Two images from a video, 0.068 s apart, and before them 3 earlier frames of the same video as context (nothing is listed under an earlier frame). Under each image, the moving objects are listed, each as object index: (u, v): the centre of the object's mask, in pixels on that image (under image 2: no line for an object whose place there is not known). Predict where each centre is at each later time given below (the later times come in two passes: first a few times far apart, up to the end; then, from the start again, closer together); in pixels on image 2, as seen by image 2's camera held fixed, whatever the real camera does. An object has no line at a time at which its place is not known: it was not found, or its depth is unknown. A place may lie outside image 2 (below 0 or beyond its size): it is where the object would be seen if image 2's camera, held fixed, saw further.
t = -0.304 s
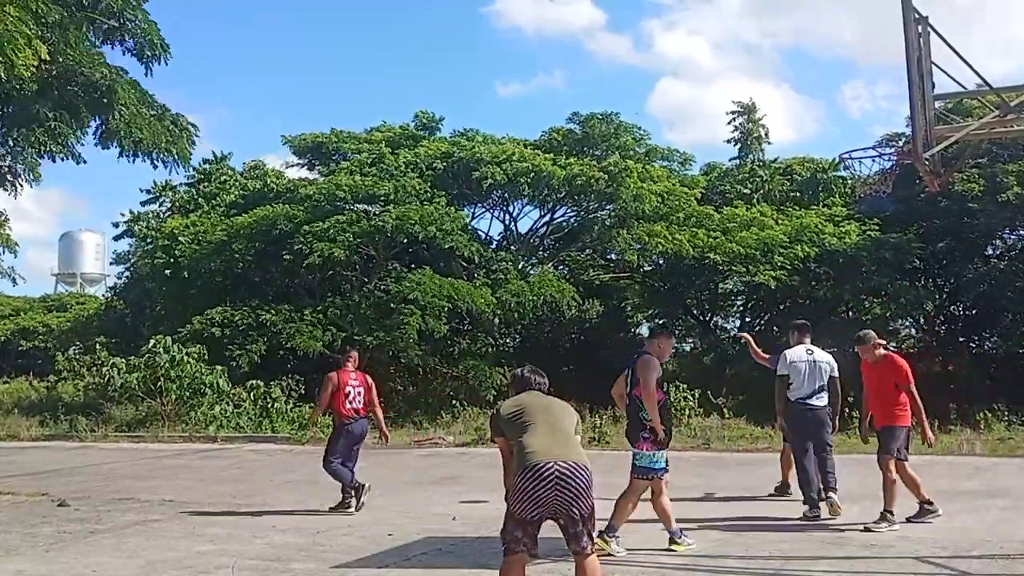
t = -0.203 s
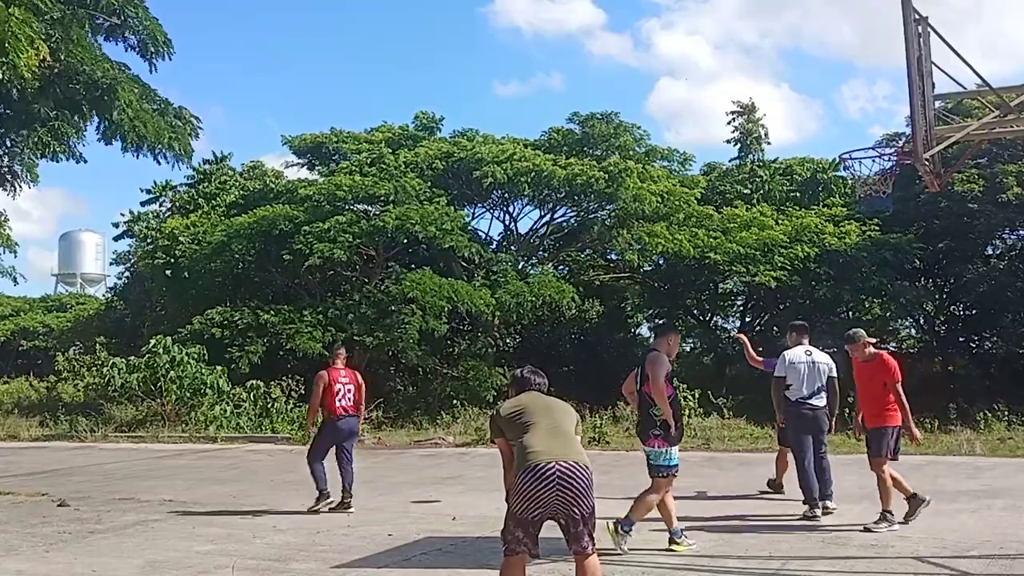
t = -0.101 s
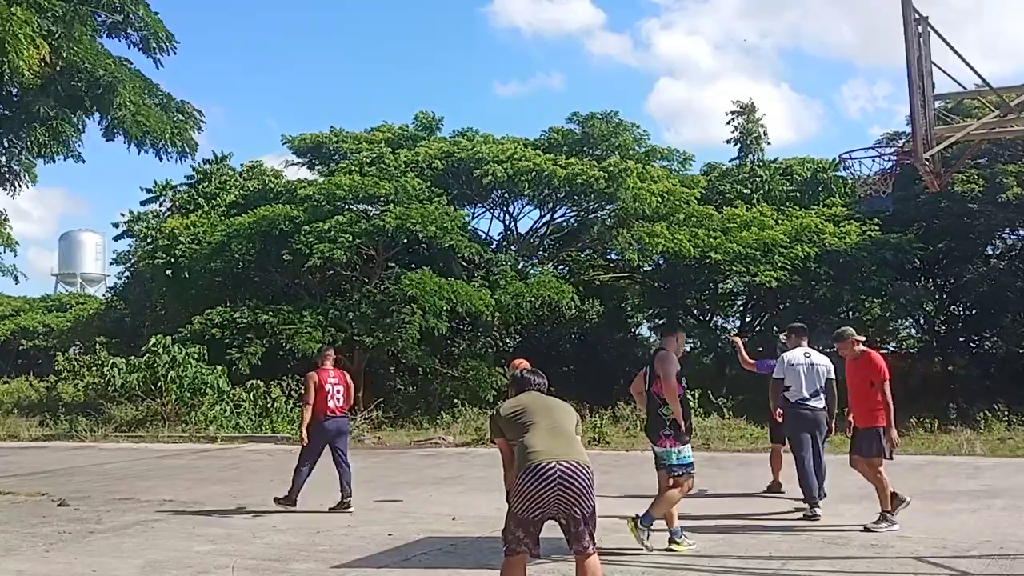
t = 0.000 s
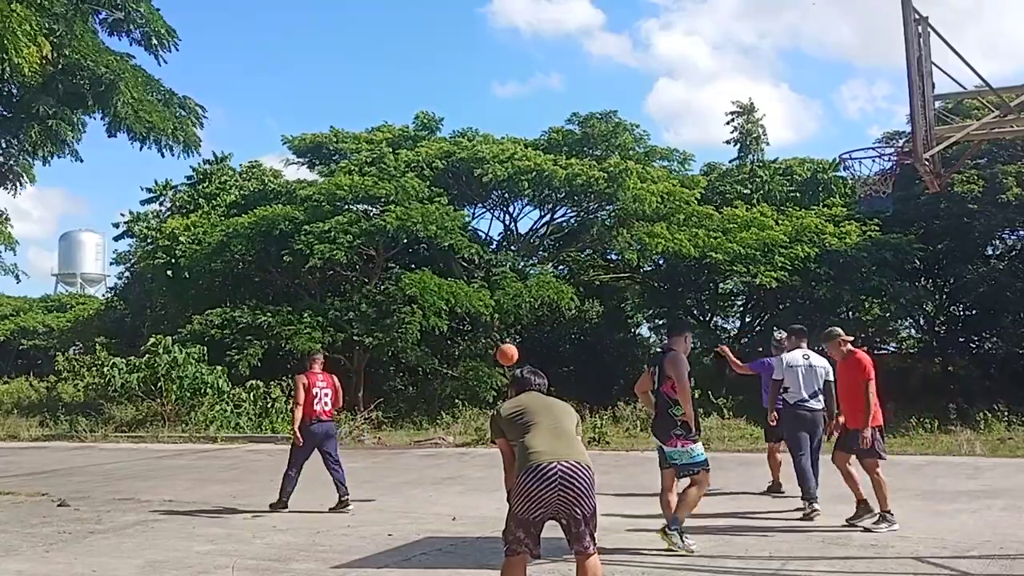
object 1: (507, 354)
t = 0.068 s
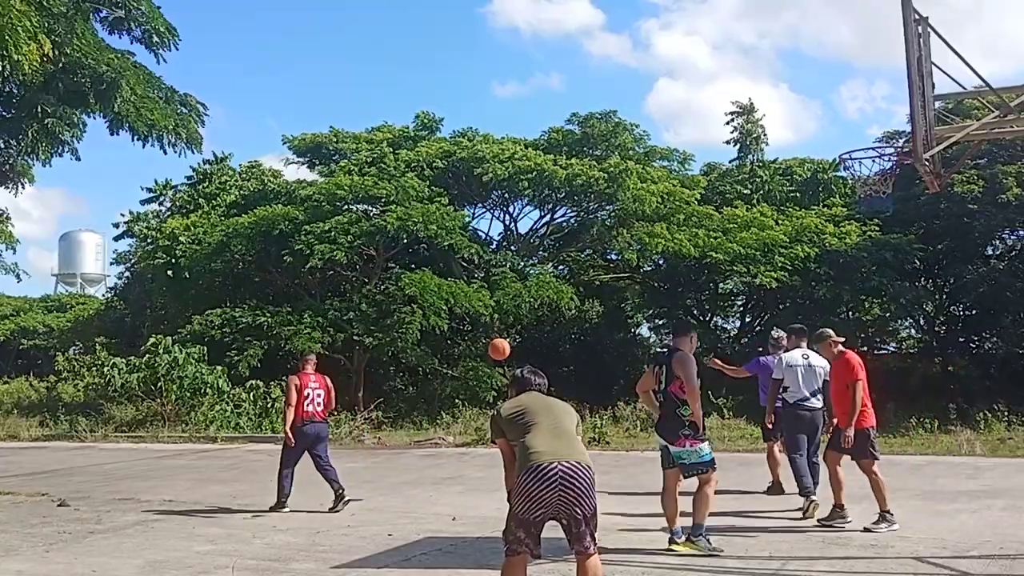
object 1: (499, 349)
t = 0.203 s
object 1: (484, 350)
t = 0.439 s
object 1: (458, 389)
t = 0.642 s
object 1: (436, 459)
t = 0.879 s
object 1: (410, 424)
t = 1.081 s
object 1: (388, 391)
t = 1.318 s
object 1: (362, 393)
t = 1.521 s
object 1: (342, 430)
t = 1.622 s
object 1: (331, 460)
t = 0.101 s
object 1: (495, 348)
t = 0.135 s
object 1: (491, 348)
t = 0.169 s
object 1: (487, 348)
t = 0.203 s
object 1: (484, 350)
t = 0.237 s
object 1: (480, 353)
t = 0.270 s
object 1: (476, 356)
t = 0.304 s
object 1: (472, 361)
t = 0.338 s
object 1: (469, 367)
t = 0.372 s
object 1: (465, 373)
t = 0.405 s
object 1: (461, 381)
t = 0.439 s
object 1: (458, 389)
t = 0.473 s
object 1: (454, 398)
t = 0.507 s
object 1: (450, 409)
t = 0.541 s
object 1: (447, 419)
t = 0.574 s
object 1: (444, 432)
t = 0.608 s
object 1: (439, 445)
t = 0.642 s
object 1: (436, 459)
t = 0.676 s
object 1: (433, 474)
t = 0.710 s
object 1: (429, 481)
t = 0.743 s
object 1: (425, 468)
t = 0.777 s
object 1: (421, 455)
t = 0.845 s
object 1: (414, 434)
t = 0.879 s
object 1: (410, 424)
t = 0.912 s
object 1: (406, 417)
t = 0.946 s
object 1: (402, 410)
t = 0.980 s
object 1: (399, 404)
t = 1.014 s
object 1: (395, 398)
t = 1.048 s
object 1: (391, 394)
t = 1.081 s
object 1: (388, 391)
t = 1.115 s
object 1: (384, 388)
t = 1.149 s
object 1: (380, 387)
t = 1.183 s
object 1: (377, 386)
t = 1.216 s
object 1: (373, 387)
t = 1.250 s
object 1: (370, 388)
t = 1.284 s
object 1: (366, 390)
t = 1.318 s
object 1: (362, 393)
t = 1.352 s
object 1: (359, 397)
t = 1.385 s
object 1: (356, 402)
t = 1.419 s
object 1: (352, 407)
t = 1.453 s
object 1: (349, 414)
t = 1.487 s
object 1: (345, 421)
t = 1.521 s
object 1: (342, 430)
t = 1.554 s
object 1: (339, 439)
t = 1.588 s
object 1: (335, 450)
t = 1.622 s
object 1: (331, 460)
